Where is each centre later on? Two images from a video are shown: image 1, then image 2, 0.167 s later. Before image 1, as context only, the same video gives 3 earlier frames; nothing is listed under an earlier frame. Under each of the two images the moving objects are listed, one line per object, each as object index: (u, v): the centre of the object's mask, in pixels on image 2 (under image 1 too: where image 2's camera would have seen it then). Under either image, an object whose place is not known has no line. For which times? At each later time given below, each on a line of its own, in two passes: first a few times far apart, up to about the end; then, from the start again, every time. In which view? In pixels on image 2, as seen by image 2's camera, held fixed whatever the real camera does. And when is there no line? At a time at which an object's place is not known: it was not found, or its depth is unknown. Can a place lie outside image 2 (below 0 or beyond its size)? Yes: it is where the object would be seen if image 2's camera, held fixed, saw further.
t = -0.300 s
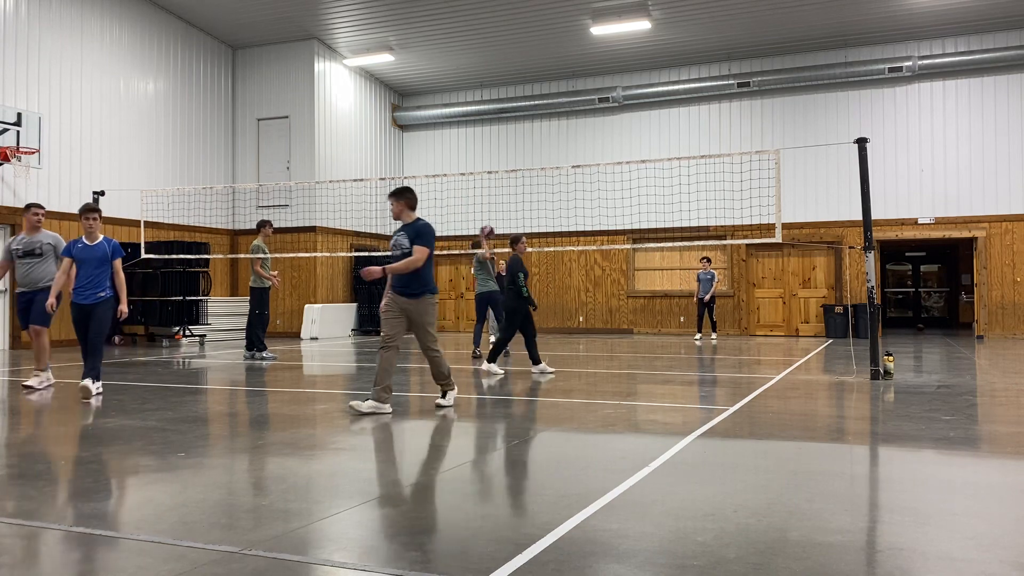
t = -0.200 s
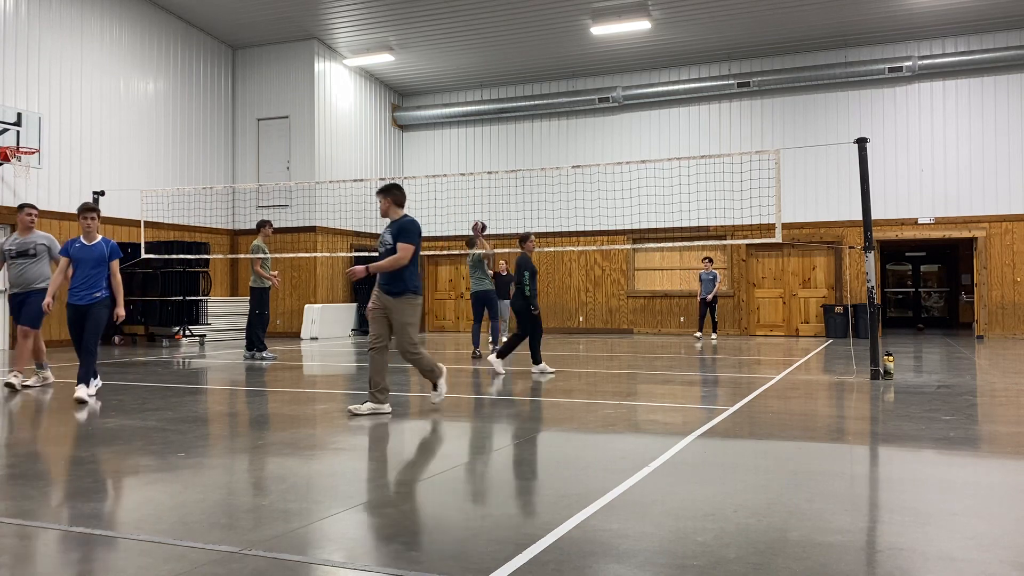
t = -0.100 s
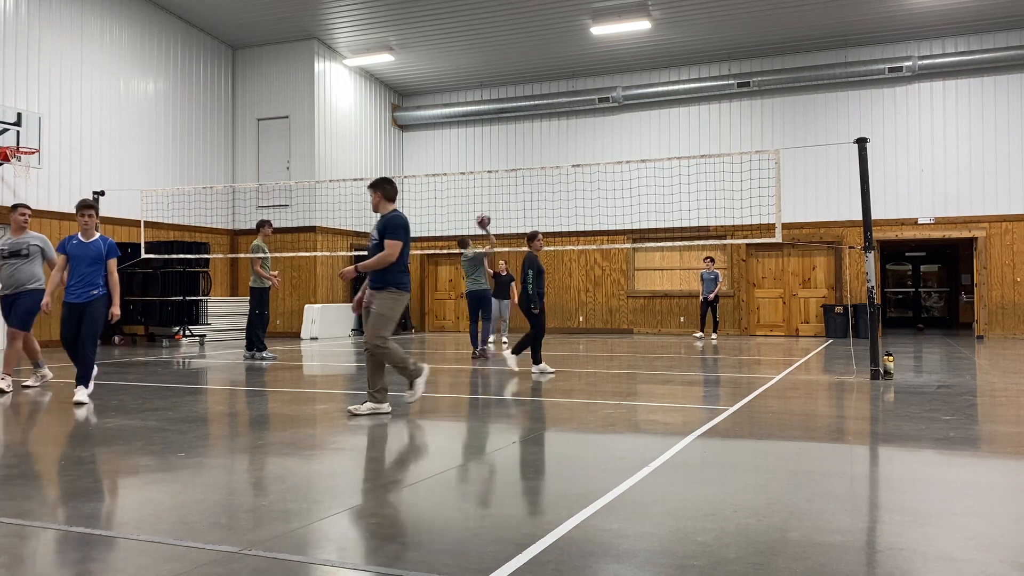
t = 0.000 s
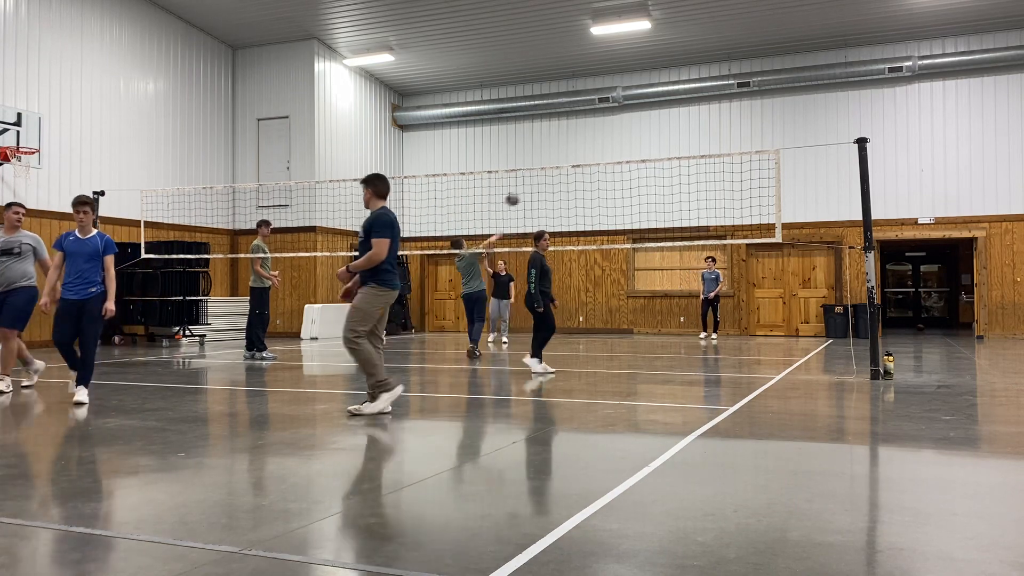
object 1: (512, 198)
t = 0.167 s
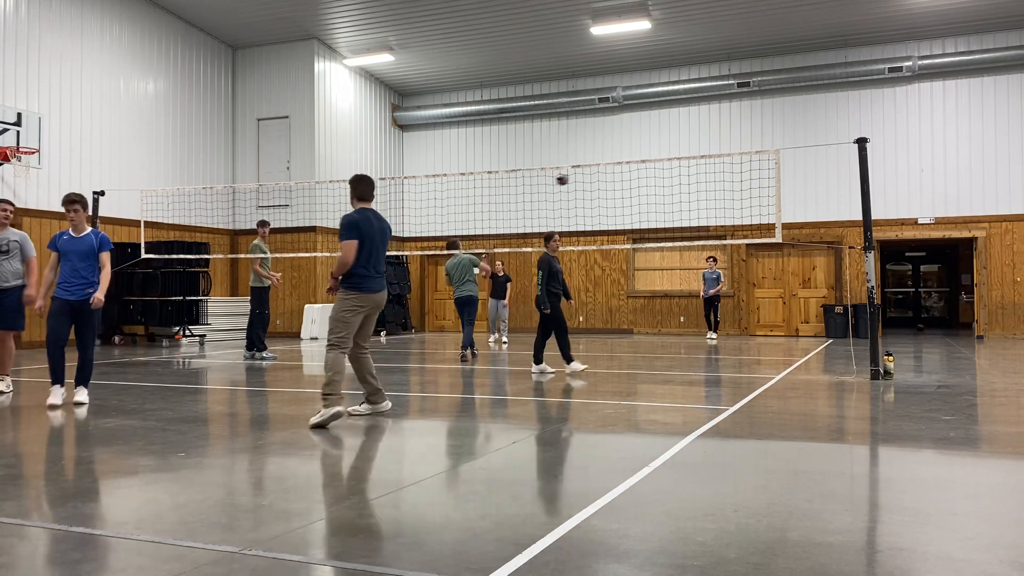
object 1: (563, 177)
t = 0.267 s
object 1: (588, 175)
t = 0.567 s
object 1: (651, 199)
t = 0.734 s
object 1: (678, 227)
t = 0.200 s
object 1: (571, 176)
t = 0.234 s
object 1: (580, 176)
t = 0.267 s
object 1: (588, 175)
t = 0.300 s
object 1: (596, 176)
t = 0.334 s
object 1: (603, 176)
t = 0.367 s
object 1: (611, 178)
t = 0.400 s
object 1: (618, 180)
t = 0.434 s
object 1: (625, 183)
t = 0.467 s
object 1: (632, 187)
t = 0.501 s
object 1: (639, 190)
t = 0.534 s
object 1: (645, 194)
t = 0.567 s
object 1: (651, 199)
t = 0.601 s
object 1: (657, 204)
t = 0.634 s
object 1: (662, 209)
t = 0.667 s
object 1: (668, 216)
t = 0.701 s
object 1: (673, 222)
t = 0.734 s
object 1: (678, 227)
